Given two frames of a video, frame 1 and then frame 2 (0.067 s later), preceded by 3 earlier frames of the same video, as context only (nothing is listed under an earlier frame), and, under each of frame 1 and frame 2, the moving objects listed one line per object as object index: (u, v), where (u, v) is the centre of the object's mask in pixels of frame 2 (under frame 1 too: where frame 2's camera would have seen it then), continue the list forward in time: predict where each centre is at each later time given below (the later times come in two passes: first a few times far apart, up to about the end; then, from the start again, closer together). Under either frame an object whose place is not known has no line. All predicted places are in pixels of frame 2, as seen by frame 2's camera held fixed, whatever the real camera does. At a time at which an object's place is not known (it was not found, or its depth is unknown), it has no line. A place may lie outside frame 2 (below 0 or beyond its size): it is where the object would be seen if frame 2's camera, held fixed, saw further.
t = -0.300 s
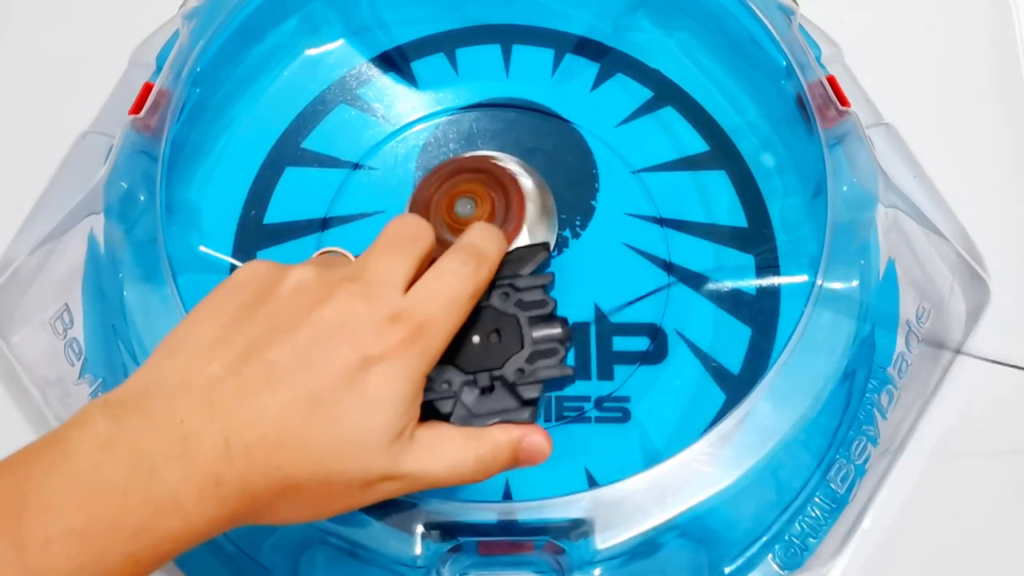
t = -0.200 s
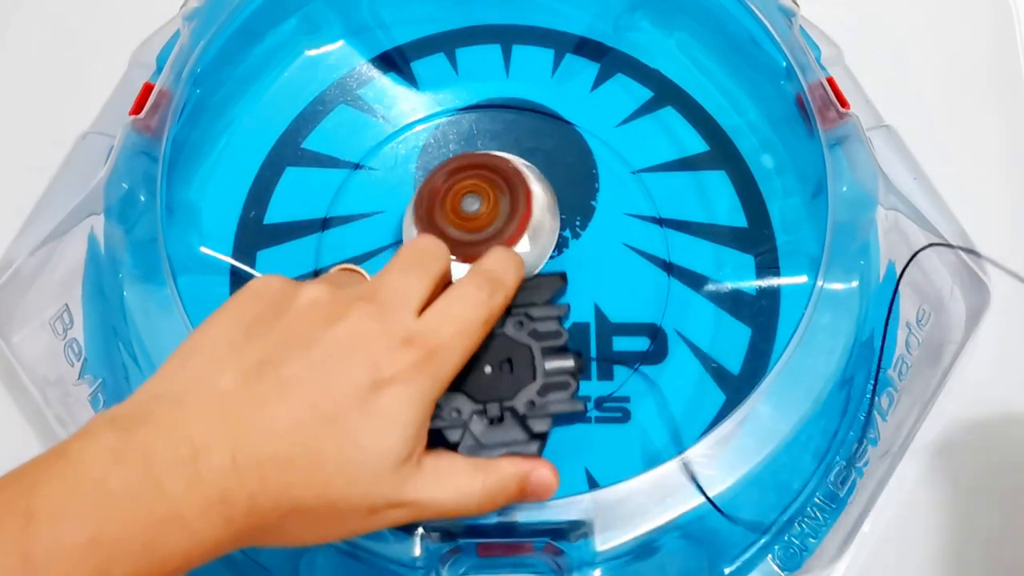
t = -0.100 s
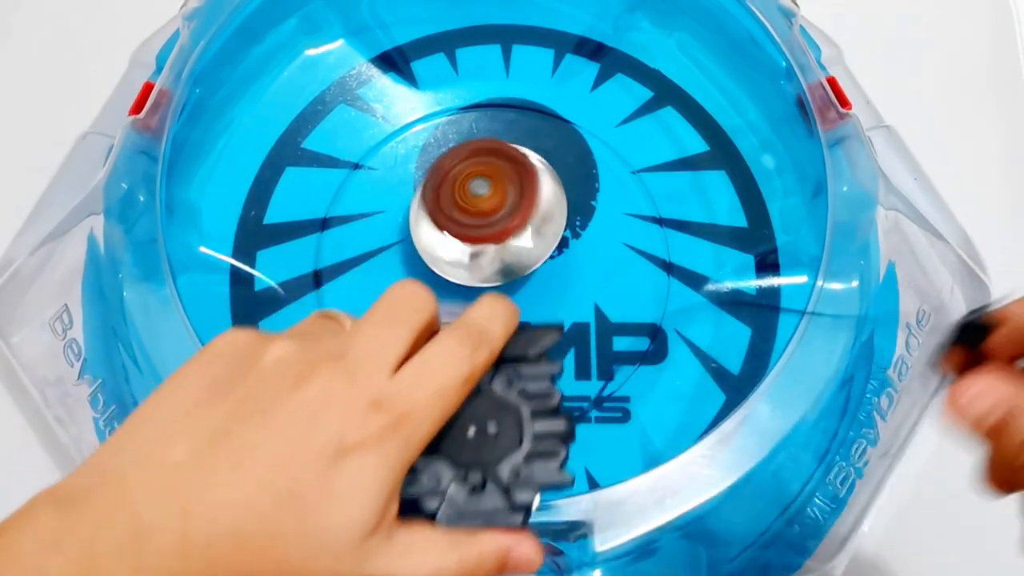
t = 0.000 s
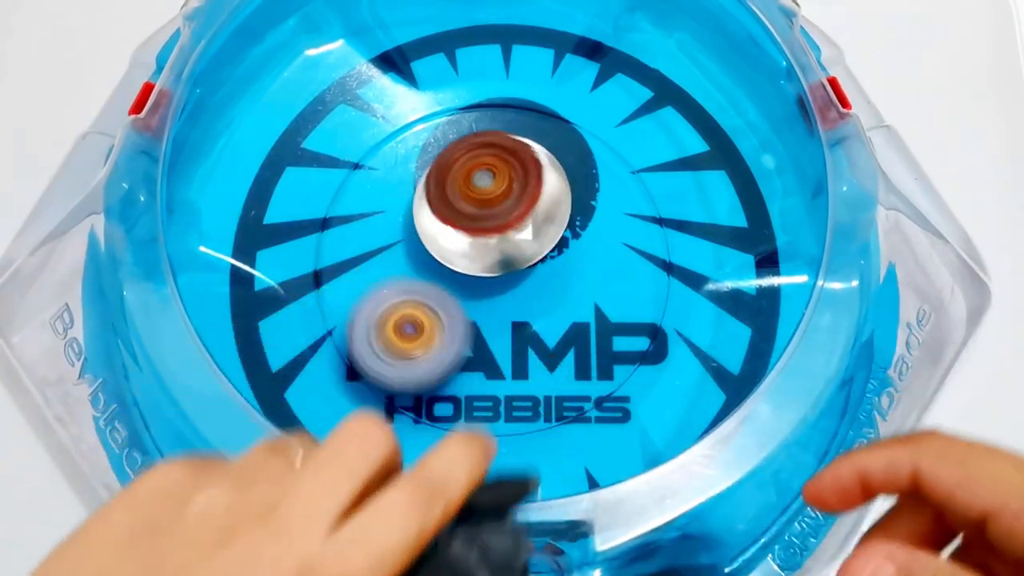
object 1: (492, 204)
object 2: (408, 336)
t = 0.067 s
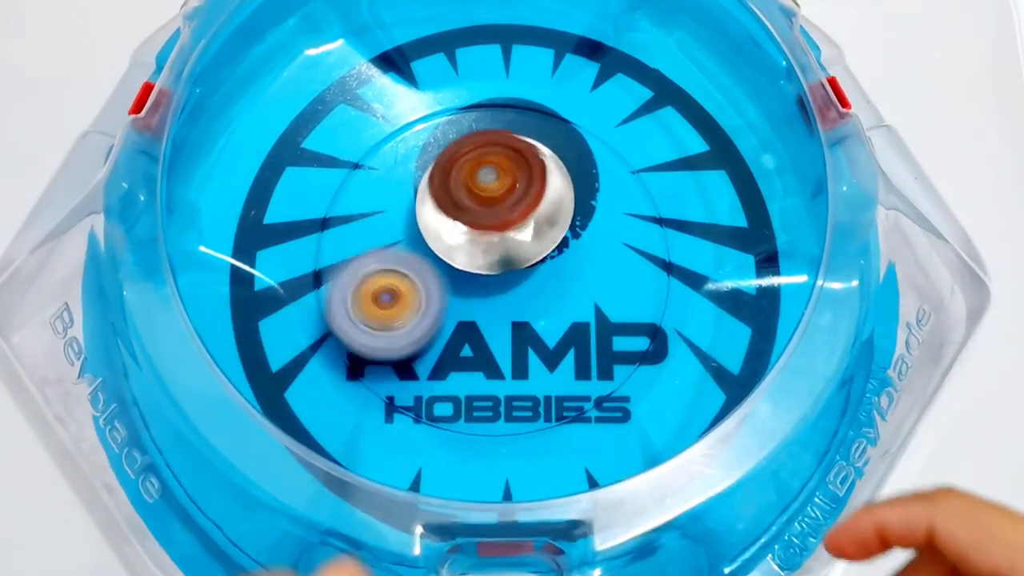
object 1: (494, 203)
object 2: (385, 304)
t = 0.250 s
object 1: (521, 196)
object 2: (318, 256)
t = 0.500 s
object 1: (546, 213)
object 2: (343, 192)
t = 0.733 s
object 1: (541, 235)
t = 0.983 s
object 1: (508, 257)
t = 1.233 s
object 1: (504, 293)
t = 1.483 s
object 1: (499, 247)
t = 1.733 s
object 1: (490, 234)
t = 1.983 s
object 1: (488, 230)
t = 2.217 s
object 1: (495, 228)
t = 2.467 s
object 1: (521, 219)
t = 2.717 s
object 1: (513, 227)
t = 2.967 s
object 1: (500, 231)
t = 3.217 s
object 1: (496, 230)
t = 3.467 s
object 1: (541, 202)
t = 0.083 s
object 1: (496, 201)
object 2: (378, 300)
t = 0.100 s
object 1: (498, 200)
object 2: (372, 296)
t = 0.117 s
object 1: (499, 199)
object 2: (368, 291)
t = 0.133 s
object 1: (500, 199)
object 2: (365, 283)
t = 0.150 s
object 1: (501, 200)
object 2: (365, 275)
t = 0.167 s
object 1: (502, 200)
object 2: (365, 266)
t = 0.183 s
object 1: (502, 200)
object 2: (368, 257)
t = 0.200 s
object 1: (506, 199)
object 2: (356, 256)
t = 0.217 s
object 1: (512, 198)
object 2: (344, 254)
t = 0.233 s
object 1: (517, 197)
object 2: (330, 254)
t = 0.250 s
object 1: (521, 196)
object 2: (318, 256)
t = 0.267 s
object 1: (525, 195)
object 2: (313, 254)
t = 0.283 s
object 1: (528, 195)
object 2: (310, 252)
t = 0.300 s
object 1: (531, 196)
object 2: (309, 251)
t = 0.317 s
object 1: (533, 197)
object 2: (311, 248)
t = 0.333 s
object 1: (535, 197)
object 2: (315, 245)
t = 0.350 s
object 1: (535, 198)
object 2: (322, 243)
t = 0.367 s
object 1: (536, 200)
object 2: (330, 239)
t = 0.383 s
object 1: (536, 202)
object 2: (339, 236)
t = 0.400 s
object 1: (536, 203)
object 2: (349, 230)
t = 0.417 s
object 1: (535, 205)
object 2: (360, 224)
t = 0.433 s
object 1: (535, 207)
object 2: (374, 217)
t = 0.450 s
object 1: (533, 209)
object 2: (386, 211)
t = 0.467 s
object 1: (535, 211)
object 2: (383, 206)
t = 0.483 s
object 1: (541, 212)
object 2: (362, 198)
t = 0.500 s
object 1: (546, 213)
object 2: (343, 192)
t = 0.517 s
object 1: (550, 215)
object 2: (326, 185)
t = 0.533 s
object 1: (553, 216)
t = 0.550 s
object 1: (555, 218)
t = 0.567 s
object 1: (556, 220)
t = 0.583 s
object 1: (557, 222)
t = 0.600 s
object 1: (557, 223)
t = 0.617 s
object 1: (556, 225)
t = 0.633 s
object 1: (555, 227)
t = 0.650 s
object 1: (554, 229)
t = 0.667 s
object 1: (552, 230)
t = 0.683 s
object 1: (549, 231)
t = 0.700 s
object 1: (546, 233)
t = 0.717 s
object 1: (544, 234)
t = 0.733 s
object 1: (541, 235)
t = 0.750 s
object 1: (538, 236)
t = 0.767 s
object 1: (535, 237)
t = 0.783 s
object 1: (531, 238)
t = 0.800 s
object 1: (529, 238)
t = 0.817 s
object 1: (526, 239)
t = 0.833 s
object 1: (523, 239)
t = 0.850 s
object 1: (520, 240)
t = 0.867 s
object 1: (517, 240)
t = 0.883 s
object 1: (515, 240)
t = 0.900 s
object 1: (513, 240)
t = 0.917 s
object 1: (510, 240)
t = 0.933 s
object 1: (508, 240)
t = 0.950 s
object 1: (506, 240)
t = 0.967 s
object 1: (506, 247)
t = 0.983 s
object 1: (508, 257)
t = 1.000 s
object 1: (509, 265)
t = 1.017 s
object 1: (509, 272)
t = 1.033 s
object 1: (510, 279)
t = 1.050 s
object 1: (510, 284)
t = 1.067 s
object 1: (510, 288)
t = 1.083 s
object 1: (510, 292)
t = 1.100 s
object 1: (509, 295)
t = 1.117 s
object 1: (508, 297)
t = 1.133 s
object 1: (508, 297)
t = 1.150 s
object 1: (508, 297)
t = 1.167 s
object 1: (507, 298)
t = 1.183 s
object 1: (507, 297)
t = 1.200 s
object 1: (506, 296)
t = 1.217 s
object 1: (505, 294)
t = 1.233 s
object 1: (504, 293)
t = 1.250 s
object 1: (504, 291)
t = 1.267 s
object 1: (503, 289)
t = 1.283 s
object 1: (501, 288)
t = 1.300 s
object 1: (500, 286)
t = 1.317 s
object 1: (500, 282)
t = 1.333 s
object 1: (499, 278)
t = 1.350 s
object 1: (498, 274)
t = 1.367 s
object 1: (498, 270)
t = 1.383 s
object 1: (498, 267)
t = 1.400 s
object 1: (499, 263)
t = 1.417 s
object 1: (499, 259)
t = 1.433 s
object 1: (499, 256)
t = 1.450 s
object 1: (499, 253)
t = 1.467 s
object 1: (499, 250)
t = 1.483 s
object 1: (499, 247)
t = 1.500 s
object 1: (499, 245)
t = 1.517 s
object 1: (500, 242)
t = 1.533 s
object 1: (500, 240)
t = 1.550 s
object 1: (500, 238)
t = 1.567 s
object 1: (500, 236)
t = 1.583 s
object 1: (500, 234)
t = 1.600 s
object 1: (500, 232)
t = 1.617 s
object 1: (500, 231)
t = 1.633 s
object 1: (500, 230)
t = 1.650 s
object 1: (500, 229)
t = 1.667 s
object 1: (498, 230)
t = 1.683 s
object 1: (496, 231)
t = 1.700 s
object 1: (494, 232)
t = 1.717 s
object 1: (492, 233)
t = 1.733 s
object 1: (490, 234)
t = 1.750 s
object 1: (488, 236)
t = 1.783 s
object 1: (486, 236)
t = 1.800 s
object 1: (486, 236)
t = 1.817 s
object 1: (486, 236)
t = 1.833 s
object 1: (485, 235)
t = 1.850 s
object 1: (485, 235)
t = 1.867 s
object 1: (485, 234)
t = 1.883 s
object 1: (486, 234)
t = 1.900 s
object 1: (486, 233)
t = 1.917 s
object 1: (486, 232)
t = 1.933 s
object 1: (487, 231)
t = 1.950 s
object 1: (488, 231)
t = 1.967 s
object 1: (488, 231)
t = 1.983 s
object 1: (488, 230)
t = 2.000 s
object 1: (489, 229)
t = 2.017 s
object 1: (490, 229)
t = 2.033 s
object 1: (490, 229)
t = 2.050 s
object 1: (491, 229)
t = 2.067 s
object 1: (492, 228)
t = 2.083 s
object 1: (493, 228)
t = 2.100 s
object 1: (494, 227)
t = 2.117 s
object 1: (494, 227)
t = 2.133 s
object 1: (494, 227)
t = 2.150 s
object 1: (494, 227)
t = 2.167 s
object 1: (494, 227)
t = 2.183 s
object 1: (495, 227)
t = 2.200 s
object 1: (495, 227)
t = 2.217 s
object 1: (495, 228)
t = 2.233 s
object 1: (495, 229)
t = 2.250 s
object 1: (495, 230)
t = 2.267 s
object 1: (495, 230)
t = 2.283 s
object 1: (496, 230)
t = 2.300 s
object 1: (498, 230)
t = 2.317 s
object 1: (502, 228)
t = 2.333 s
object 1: (505, 225)
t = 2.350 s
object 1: (508, 223)
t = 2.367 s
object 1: (511, 222)
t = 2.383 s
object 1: (514, 222)
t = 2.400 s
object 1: (516, 221)
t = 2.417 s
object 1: (518, 220)
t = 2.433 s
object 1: (519, 220)
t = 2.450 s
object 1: (520, 220)
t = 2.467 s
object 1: (521, 219)
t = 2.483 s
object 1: (522, 219)
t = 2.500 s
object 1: (522, 220)
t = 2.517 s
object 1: (523, 220)
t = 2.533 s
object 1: (522, 220)
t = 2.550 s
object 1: (522, 221)
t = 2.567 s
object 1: (522, 222)
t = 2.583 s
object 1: (521, 222)
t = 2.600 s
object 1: (520, 223)
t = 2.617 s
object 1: (519, 223)
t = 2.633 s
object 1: (518, 224)
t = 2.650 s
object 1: (517, 224)
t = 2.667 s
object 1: (516, 225)
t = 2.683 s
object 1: (515, 225)
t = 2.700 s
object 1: (514, 226)
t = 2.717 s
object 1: (513, 227)
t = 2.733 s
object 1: (512, 227)
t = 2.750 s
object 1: (510, 227)
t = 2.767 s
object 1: (509, 228)
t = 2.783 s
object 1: (509, 228)
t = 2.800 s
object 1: (508, 228)
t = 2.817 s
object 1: (507, 229)
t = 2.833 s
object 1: (506, 229)
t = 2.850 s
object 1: (505, 229)
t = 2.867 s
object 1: (504, 229)
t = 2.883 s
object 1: (503, 230)
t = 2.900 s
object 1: (502, 230)
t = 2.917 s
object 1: (502, 230)
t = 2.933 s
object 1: (501, 230)
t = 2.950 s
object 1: (500, 231)
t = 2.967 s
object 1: (500, 231)
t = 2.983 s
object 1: (499, 231)
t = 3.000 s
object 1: (499, 231)
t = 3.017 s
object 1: (498, 231)
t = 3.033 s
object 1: (498, 231)
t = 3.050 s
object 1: (498, 230)
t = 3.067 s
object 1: (498, 230)
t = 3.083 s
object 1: (497, 230)
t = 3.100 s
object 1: (497, 230)
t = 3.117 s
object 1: (497, 230)
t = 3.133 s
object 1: (497, 230)
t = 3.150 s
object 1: (497, 230)
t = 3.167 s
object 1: (497, 230)
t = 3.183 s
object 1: (497, 230)
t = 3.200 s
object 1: (497, 230)
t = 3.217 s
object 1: (496, 230)
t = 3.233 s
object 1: (496, 230)
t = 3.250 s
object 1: (496, 230)
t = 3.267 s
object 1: (496, 230)
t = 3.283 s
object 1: (496, 230)
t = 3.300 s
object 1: (496, 231)
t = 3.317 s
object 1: (496, 230)
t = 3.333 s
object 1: (505, 224)
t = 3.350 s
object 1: (512, 220)
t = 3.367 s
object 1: (519, 215)
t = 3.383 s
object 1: (524, 212)
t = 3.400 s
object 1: (529, 208)
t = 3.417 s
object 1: (533, 206)
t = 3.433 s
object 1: (536, 204)
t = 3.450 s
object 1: (539, 203)
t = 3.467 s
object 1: (541, 202)
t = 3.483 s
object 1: (542, 202)
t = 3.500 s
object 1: (543, 202)
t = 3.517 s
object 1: (544, 203)
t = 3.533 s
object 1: (543, 203)
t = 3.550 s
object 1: (543, 204)
